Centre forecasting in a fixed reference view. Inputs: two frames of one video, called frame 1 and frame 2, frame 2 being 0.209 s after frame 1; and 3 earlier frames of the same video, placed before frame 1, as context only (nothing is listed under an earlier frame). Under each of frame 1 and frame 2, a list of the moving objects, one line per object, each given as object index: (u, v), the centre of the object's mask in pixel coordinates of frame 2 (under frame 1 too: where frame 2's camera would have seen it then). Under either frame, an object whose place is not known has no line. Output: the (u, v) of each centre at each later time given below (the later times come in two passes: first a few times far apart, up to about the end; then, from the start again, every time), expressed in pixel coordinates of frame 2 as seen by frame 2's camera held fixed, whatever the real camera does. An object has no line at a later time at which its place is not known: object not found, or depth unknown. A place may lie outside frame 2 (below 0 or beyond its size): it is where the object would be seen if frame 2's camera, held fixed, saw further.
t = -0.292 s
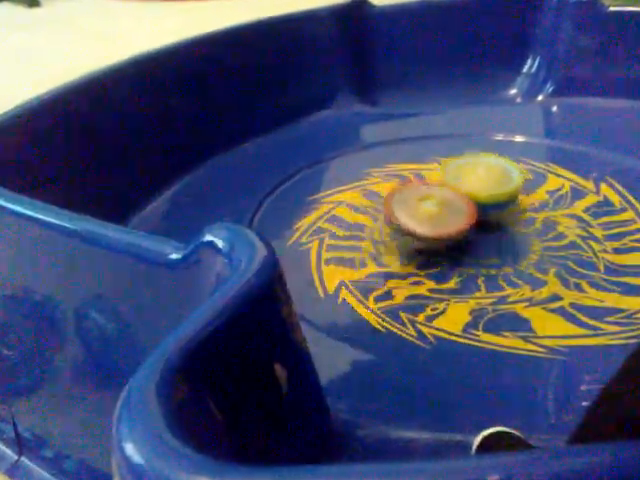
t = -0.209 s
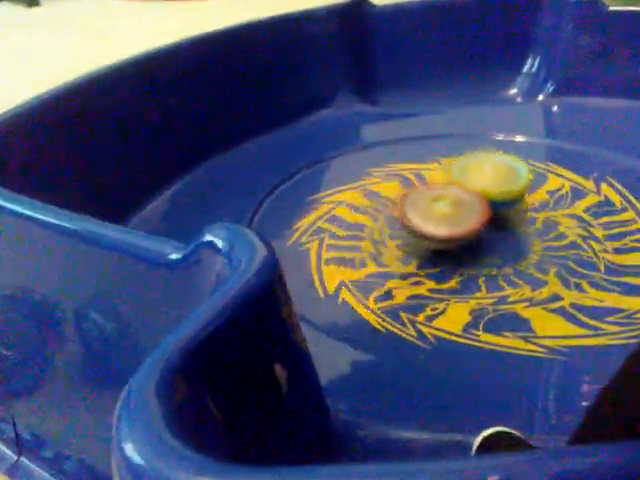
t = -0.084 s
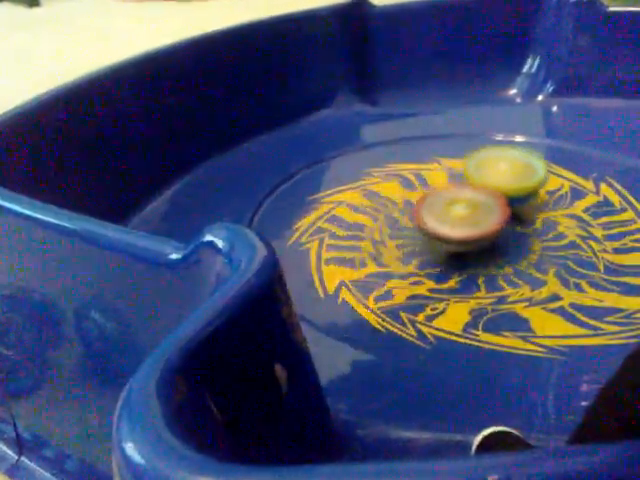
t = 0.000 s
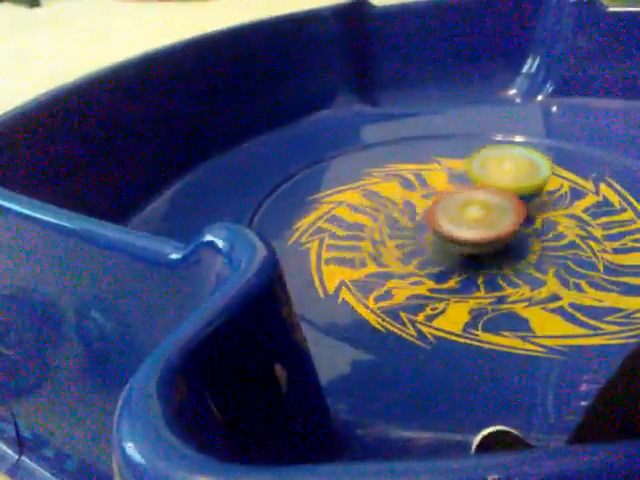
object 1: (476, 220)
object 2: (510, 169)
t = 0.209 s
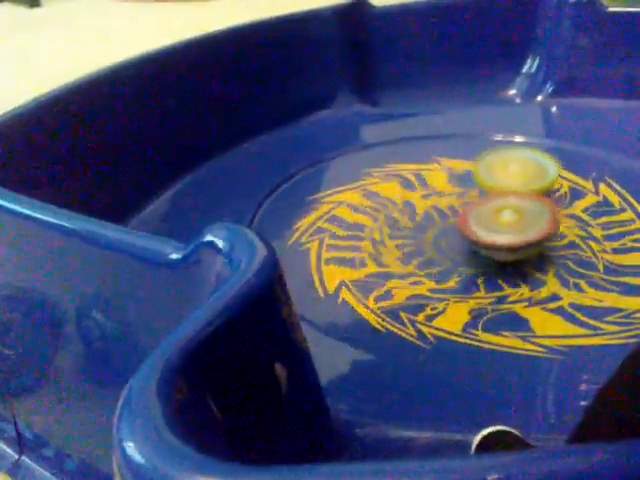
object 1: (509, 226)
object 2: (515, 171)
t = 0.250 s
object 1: (513, 227)
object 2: (517, 172)
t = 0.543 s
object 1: (533, 239)
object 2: (531, 186)
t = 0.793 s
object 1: (520, 253)
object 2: (544, 201)
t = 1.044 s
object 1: (476, 259)
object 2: (546, 216)
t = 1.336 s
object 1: (442, 243)
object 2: (545, 212)
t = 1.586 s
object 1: (435, 226)
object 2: (530, 211)
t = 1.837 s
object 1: (439, 206)
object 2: (550, 209)
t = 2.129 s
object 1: (449, 193)
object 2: (575, 209)
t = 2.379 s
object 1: (474, 195)
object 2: (574, 212)
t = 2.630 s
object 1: (468, 190)
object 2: (596, 236)
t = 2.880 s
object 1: (468, 201)
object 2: (580, 246)
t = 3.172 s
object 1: (456, 205)
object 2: (517, 251)
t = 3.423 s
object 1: (440, 198)
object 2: (463, 259)
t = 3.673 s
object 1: (434, 192)
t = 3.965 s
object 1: (478, 183)
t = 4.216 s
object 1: (500, 183)
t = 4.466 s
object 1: (507, 194)
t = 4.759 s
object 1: (556, 215)
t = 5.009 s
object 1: (528, 216)
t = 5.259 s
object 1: (541, 225)
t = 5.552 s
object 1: (554, 222)
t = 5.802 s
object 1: (551, 217)
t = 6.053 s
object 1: (549, 227)
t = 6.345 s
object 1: (537, 235)
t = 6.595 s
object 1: (525, 232)
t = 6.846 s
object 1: (525, 225)
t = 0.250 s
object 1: (513, 227)
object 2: (517, 172)
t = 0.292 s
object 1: (518, 228)
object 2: (518, 174)
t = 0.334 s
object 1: (523, 230)
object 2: (520, 176)
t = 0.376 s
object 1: (526, 232)
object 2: (522, 178)
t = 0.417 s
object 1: (528, 234)
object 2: (525, 180)
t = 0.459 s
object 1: (531, 236)
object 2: (527, 182)
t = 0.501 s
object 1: (533, 237)
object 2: (529, 184)
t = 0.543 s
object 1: (533, 239)
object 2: (531, 186)
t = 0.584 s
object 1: (534, 241)
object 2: (533, 189)
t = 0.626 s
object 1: (532, 244)
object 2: (538, 191)
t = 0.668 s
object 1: (529, 247)
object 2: (540, 193)
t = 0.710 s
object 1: (525, 250)
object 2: (543, 196)
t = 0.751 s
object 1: (524, 254)
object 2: (544, 198)
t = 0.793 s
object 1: (520, 253)
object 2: (544, 201)
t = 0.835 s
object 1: (513, 257)
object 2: (544, 203)
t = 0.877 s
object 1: (508, 259)
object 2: (544, 205)
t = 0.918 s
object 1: (502, 260)
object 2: (544, 209)
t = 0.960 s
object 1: (494, 258)
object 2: (543, 212)
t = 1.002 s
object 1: (488, 259)
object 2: (543, 214)
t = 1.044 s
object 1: (476, 259)
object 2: (546, 216)
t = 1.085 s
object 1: (466, 258)
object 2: (549, 215)
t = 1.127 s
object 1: (462, 257)
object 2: (550, 215)
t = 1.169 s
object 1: (457, 254)
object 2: (550, 214)
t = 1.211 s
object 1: (450, 251)
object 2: (551, 214)
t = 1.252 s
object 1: (448, 250)
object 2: (551, 213)
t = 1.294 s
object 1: (445, 248)
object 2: (547, 213)
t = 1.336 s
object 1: (442, 243)
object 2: (545, 212)
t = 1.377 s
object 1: (441, 241)
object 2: (541, 212)
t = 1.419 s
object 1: (440, 237)
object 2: (536, 211)
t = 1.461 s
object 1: (441, 233)
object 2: (531, 212)
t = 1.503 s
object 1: (440, 232)
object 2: (529, 212)
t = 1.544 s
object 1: (436, 230)
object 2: (530, 211)
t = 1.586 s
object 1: (435, 226)
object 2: (530, 211)
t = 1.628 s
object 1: (436, 224)
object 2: (530, 211)
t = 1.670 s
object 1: (436, 217)
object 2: (531, 211)
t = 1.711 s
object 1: (435, 214)
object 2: (534, 211)
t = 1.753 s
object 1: (433, 212)
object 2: (542, 210)
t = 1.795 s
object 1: (435, 213)
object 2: (546, 209)
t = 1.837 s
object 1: (439, 206)
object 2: (550, 209)
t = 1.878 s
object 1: (443, 207)
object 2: (551, 208)
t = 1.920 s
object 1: (447, 204)
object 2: (551, 207)
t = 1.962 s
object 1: (451, 202)
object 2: (551, 206)
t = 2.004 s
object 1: (453, 202)
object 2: (551, 206)
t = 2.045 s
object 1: (448, 196)
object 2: (561, 208)
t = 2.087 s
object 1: (447, 193)
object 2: (572, 209)
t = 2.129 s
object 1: (449, 193)
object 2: (575, 209)
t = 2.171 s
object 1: (453, 194)
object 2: (577, 210)
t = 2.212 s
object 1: (457, 193)
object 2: (578, 210)
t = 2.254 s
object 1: (462, 193)
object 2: (577, 211)
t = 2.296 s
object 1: (466, 194)
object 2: (577, 211)
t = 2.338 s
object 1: (471, 194)
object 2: (576, 211)
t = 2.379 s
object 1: (474, 195)
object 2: (574, 212)
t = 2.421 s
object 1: (476, 195)
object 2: (574, 213)
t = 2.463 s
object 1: (470, 192)
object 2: (584, 220)
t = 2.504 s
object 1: (468, 190)
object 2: (591, 227)
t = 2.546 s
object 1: (468, 190)
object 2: (594, 230)
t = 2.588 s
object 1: (468, 190)
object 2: (596, 234)
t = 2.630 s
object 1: (468, 190)
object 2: (596, 236)
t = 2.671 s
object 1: (468, 192)
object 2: (596, 239)
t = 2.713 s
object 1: (468, 193)
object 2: (595, 241)
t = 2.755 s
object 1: (468, 194)
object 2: (593, 243)
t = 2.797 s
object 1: (469, 198)
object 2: (589, 243)
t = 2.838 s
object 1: (469, 199)
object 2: (587, 245)
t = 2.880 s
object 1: (468, 201)
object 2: (580, 246)
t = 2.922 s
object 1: (467, 203)
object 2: (572, 247)
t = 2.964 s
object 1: (468, 205)
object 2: (564, 248)
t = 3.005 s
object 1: (467, 207)
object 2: (553, 248)
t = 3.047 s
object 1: (465, 207)
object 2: (543, 248)
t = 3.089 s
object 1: (464, 207)
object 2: (534, 247)
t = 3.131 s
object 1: (462, 208)
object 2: (522, 248)
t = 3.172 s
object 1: (456, 205)
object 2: (517, 251)
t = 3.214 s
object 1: (454, 203)
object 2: (507, 255)
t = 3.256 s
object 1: (451, 203)
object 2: (499, 257)
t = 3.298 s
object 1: (447, 202)
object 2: (489, 258)
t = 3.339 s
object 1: (445, 201)
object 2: (480, 259)
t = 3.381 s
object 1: (443, 199)
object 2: (471, 259)
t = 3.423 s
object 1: (440, 198)
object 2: (463, 259)
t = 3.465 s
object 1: (438, 197)
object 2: (453, 258)
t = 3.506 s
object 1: (437, 196)
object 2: (444, 257)
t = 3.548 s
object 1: (435, 194)
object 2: (435, 255)
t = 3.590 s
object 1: (434, 193)
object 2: (428, 253)
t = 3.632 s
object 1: (434, 193)
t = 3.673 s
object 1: (434, 192)
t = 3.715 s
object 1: (434, 191)
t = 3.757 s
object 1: (435, 191)
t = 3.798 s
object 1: (437, 191)
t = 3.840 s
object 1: (441, 192)
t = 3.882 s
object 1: (456, 194)
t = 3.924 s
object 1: (470, 186)
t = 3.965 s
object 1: (478, 183)
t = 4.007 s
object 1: (482, 182)
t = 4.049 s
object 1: (485, 181)
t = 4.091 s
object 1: (489, 182)
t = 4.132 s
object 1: (492, 182)
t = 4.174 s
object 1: (495, 183)
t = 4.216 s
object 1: (500, 183)
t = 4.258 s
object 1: (502, 183)
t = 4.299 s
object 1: (504, 186)
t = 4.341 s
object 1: (506, 187)
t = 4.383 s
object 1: (506, 190)
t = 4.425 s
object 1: (507, 193)
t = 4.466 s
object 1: (507, 194)
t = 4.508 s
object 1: (505, 197)
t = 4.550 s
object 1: (506, 200)
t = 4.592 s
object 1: (526, 207)
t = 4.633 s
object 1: (547, 211)
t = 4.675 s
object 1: (558, 213)
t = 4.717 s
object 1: (559, 214)
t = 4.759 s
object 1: (556, 215)
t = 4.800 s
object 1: (552, 216)
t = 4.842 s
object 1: (548, 217)
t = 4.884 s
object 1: (545, 217)
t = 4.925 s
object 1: (539, 218)
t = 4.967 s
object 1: (536, 218)
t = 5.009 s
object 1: (528, 216)
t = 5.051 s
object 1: (522, 214)
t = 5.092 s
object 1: (518, 213)
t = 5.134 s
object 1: (517, 212)
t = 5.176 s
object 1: (525, 217)
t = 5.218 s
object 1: (536, 220)
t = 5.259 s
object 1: (541, 225)
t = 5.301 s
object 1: (542, 226)
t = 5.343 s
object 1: (542, 226)
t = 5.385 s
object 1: (546, 224)
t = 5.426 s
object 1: (548, 225)
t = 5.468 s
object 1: (550, 224)
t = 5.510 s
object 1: (553, 219)
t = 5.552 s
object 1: (554, 222)
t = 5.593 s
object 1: (554, 222)
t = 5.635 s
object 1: (555, 219)
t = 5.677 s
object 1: (555, 218)
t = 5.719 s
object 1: (554, 217)
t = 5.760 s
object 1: (553, 217)
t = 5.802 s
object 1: (551, 217)
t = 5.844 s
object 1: (552, 219)
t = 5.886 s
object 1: (551, 219)
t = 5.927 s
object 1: (551, 221)
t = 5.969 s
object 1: (551, 223)
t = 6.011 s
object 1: (550, 226)
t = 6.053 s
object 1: (549, 227)
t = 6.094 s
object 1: (548, 228)
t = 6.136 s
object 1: (544, 229)
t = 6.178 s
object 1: (542, 231)
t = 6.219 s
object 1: (539, 230)
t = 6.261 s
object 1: (537, 231)
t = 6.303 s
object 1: (536, 232)
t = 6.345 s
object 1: (537, 235)
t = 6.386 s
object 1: (536, 236)
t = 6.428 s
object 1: (531, 236)
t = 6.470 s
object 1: (531, 235)
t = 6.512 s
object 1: (529, 235)
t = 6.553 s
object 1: (526, 232)
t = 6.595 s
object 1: (525, 232)
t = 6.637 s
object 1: (524, 229)
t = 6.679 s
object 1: (523, 227)
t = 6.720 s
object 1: (524, 229)
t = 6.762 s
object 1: (525, 227)
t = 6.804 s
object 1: (525, 226)
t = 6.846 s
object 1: (525, 225)
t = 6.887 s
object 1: (526, 223)
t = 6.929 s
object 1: (529, 219)
